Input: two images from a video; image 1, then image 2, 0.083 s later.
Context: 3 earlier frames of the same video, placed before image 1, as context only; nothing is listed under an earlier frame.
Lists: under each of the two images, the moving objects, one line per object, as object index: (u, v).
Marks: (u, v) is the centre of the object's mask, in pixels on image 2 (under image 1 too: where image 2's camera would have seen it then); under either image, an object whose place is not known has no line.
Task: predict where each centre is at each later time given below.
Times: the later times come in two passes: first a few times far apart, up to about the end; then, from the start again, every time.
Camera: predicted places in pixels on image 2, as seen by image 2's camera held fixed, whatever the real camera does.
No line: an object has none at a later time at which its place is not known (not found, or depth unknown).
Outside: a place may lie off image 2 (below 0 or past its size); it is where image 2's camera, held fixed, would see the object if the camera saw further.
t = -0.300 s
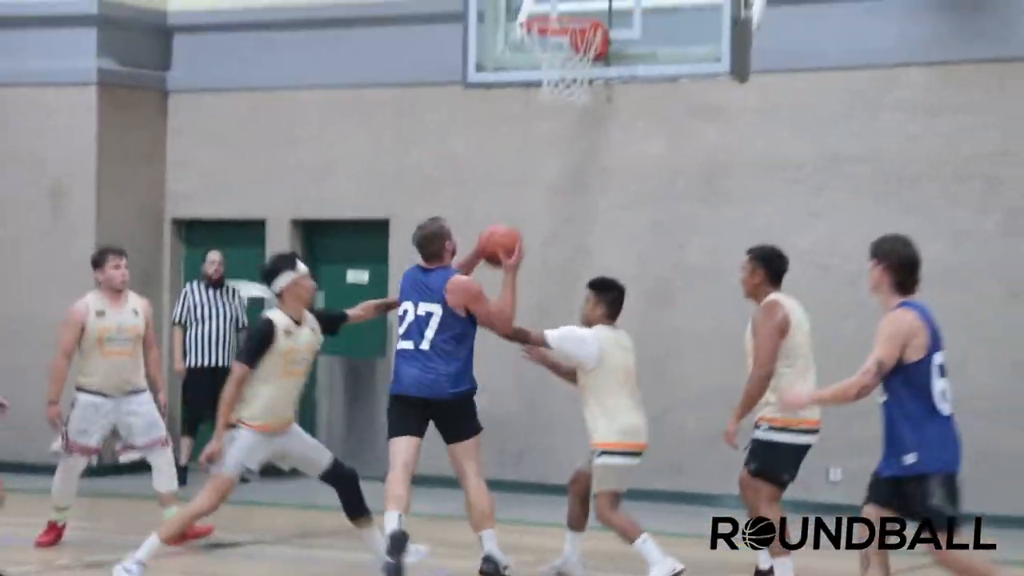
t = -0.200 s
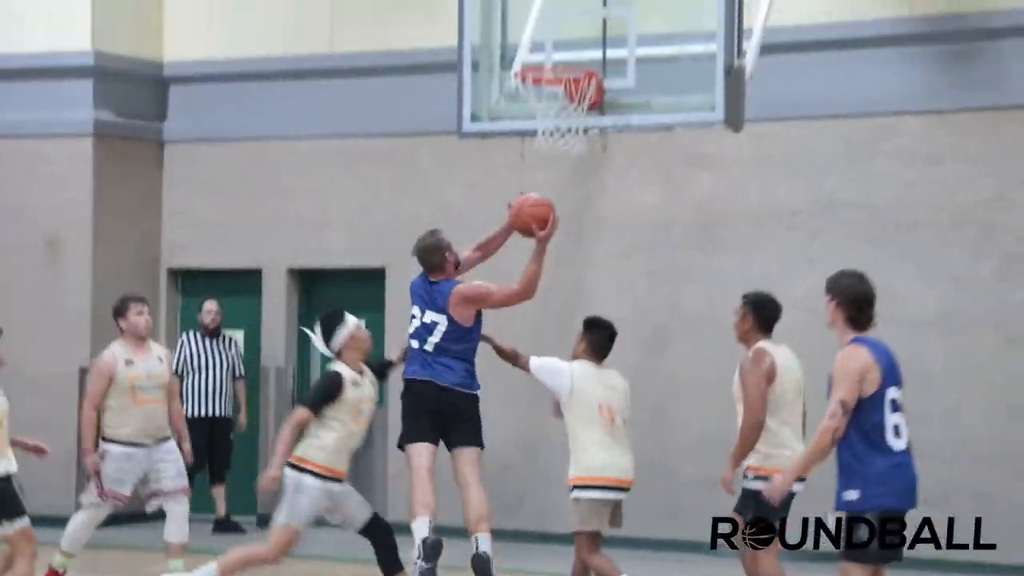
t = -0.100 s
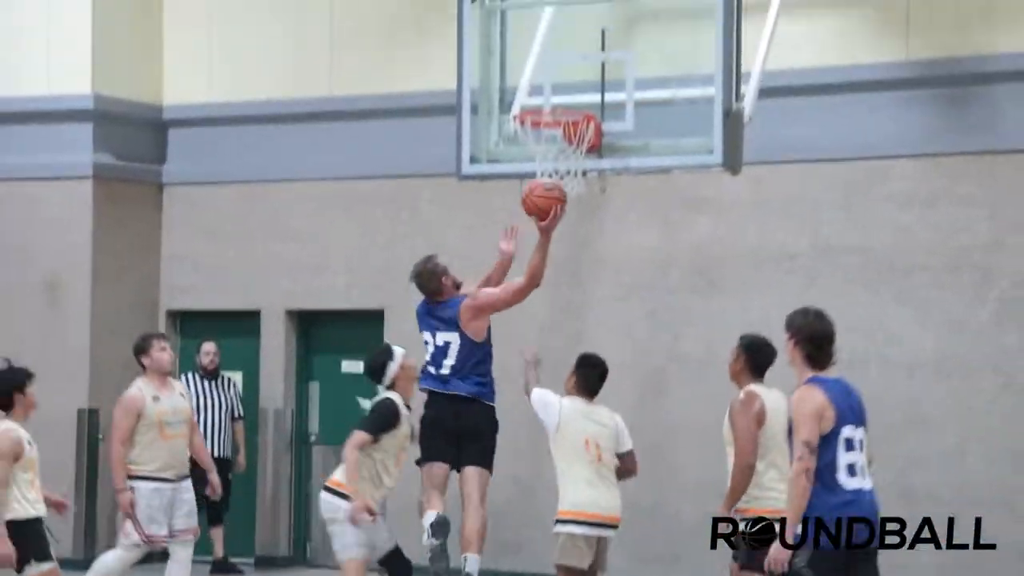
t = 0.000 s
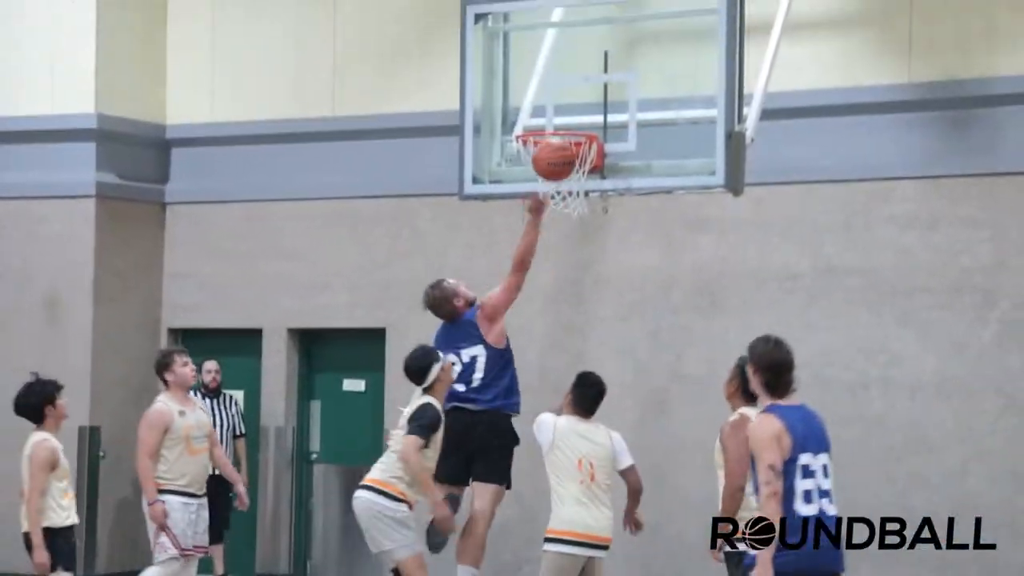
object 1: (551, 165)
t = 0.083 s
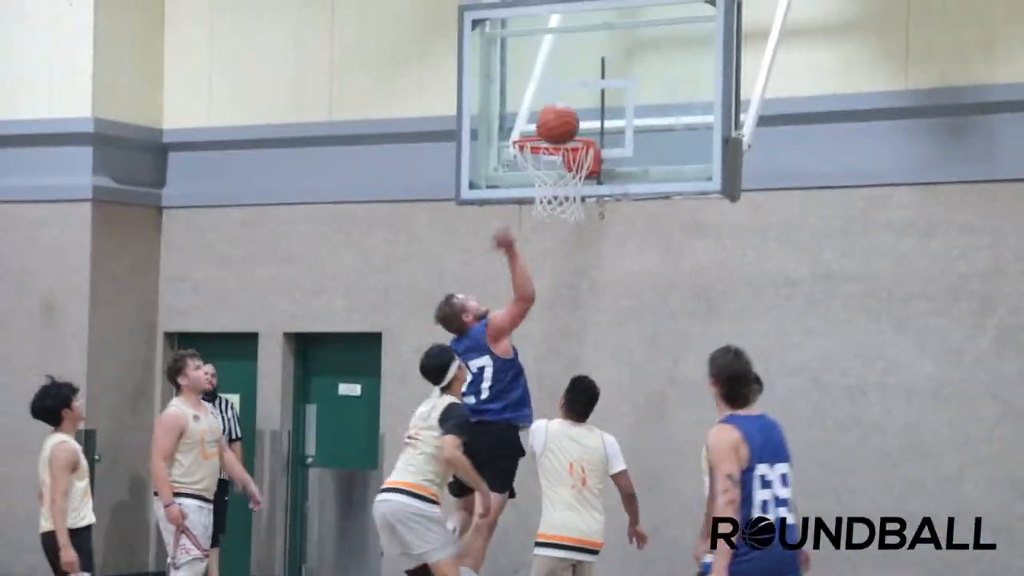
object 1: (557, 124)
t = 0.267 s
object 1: (571, 79)
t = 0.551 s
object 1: (587, 122)
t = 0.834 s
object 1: (577, 104)
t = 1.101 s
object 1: (562, 199)
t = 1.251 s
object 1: (550, 292)
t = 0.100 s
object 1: (559, 117)
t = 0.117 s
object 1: (560, 111)
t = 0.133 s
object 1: (561, 106)
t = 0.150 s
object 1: (562, 101)
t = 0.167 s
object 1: (564, 96)
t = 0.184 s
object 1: (565, 92)
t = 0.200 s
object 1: (566, 88)
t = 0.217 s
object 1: (567, 85)
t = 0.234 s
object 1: (569, 83)
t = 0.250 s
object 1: (570, 80)
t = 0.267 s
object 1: (571, 79)
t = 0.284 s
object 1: (572, 78)
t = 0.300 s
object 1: (573, 77)
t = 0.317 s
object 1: (574, 77)
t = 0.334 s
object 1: (575, 78)
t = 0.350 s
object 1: (576, 78)
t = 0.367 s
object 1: (577, 80)
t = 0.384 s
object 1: (578, 81)
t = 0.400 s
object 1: (579, 84)
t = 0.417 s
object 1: (580, 87)
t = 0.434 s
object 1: (580, 90)
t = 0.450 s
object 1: (581, 93)
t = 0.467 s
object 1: (582, 97)
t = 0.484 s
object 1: (583, 101)
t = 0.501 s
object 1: (584, 106)
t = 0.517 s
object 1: (585, 111)
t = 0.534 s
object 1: (586, 117)
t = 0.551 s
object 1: (587, 122)
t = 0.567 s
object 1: (588, 123)
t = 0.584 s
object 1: (589, 120)
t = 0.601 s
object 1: (589, 116)
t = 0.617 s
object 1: (589, 112)
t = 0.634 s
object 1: (588, 108)
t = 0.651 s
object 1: (587, 105)
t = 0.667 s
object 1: (586, 103)
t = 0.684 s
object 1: (585, 102)
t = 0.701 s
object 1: (585, 100)
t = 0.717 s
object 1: (584, 99)
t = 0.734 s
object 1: (583, 98)
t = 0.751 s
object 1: (582, 98)
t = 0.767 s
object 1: (581, 99)
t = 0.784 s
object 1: (580, 99)
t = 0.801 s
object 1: (579, 100)
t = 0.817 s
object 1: (578, 102)
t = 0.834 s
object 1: (577, 104)
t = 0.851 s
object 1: (576, 107)
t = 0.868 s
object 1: (575, 110)
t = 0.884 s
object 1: (574, 113)
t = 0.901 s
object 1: (574, 117)
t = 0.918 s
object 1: (572, 121)
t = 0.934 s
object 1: (571, 124)
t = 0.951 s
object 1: (570, 126)
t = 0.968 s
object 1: (570, 129)
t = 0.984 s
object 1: (569, 132)
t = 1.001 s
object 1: (563, 157)
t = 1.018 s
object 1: (566, 160)
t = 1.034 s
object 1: (567, 165)
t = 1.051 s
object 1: (563, 176)
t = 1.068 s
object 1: (563, 184)
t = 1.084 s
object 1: (562, 192)
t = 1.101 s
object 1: (562, 199)
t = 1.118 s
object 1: (559, 209)
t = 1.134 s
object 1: (558, 220)
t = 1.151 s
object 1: (558, 226)
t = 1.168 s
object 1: (556, 236)
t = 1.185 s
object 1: (555, 245)
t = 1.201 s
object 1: (554, 257)
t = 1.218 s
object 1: (553, 267)
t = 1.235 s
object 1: (552, 279)
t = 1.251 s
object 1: (550, 292)
